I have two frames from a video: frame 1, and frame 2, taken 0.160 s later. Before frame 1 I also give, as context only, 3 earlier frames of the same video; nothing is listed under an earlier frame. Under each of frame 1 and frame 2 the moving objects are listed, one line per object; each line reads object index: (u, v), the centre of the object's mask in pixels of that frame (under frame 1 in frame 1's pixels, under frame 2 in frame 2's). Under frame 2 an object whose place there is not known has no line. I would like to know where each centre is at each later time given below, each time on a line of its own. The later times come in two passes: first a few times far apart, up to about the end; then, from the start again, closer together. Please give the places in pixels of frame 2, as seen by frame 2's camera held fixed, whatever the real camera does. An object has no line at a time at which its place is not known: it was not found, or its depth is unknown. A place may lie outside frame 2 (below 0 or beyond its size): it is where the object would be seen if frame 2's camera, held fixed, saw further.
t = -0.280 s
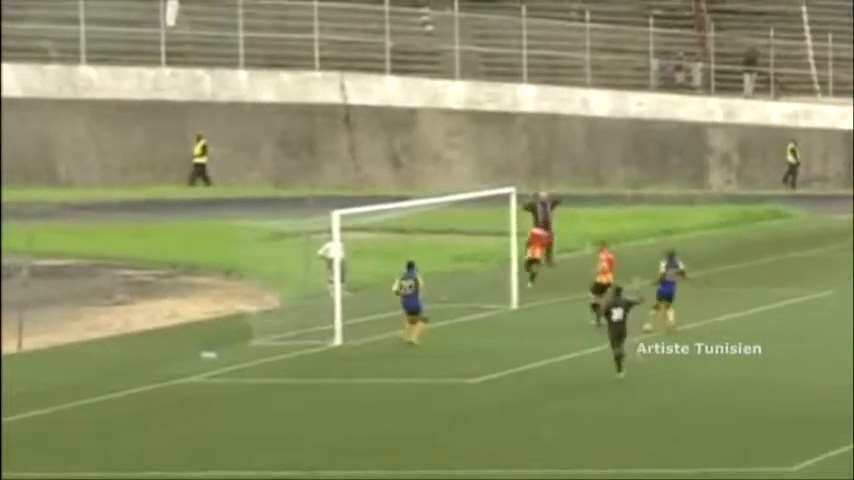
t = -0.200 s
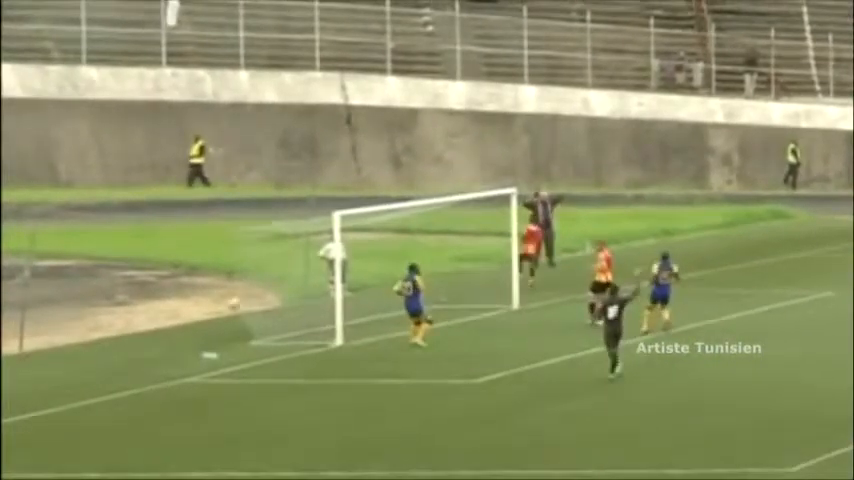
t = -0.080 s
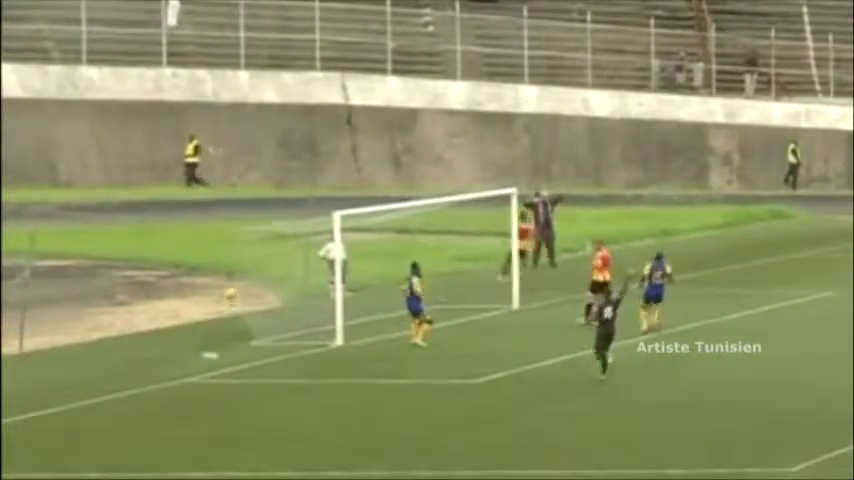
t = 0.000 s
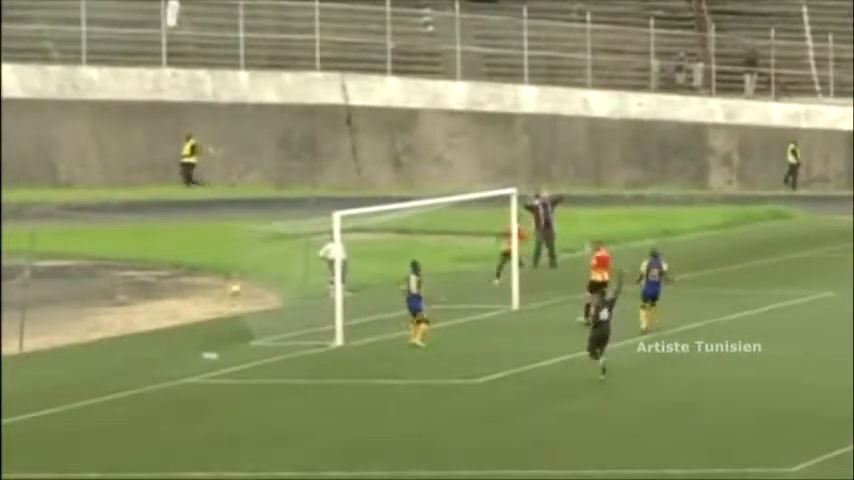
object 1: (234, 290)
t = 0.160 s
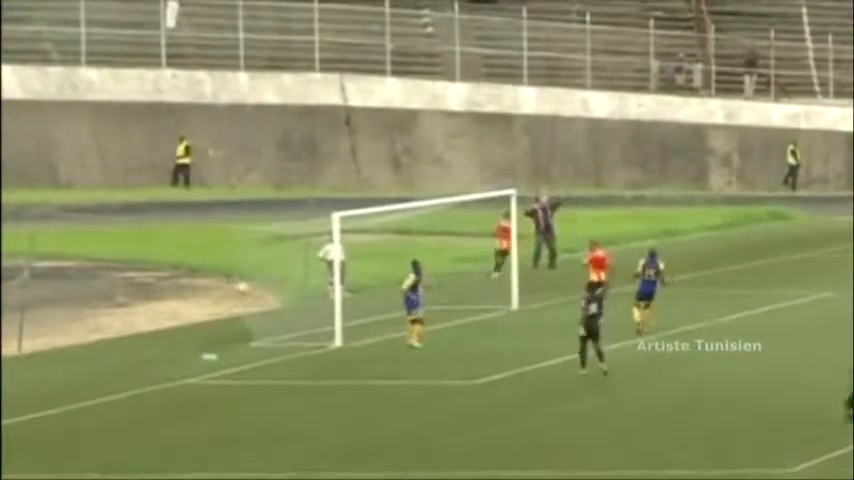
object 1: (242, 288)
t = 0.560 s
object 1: (278, 327)
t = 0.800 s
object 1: (277, 317)
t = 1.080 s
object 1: (272, 326)
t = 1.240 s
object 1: (270, 334)
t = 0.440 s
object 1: (267, 306)
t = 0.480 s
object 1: (271, 312)
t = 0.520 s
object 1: (272, 320)
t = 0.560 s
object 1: (278, 327)
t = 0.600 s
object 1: (280, 335)
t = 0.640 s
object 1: (280, 332)
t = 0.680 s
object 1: (280, 326)
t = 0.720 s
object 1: (280, 324)
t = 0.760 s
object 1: (278, 319)
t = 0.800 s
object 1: (277, 317)
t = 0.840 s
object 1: (276, 316)
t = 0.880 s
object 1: (276, 316)
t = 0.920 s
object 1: (275, 316)
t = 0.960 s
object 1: (275, 318)
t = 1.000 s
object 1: (273, 320)
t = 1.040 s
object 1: (272, 322)
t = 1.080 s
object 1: (272, 326)
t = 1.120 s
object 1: (271, 330)
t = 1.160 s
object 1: (270, 335)
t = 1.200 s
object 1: (270, 337)
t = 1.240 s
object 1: (270, 334)
